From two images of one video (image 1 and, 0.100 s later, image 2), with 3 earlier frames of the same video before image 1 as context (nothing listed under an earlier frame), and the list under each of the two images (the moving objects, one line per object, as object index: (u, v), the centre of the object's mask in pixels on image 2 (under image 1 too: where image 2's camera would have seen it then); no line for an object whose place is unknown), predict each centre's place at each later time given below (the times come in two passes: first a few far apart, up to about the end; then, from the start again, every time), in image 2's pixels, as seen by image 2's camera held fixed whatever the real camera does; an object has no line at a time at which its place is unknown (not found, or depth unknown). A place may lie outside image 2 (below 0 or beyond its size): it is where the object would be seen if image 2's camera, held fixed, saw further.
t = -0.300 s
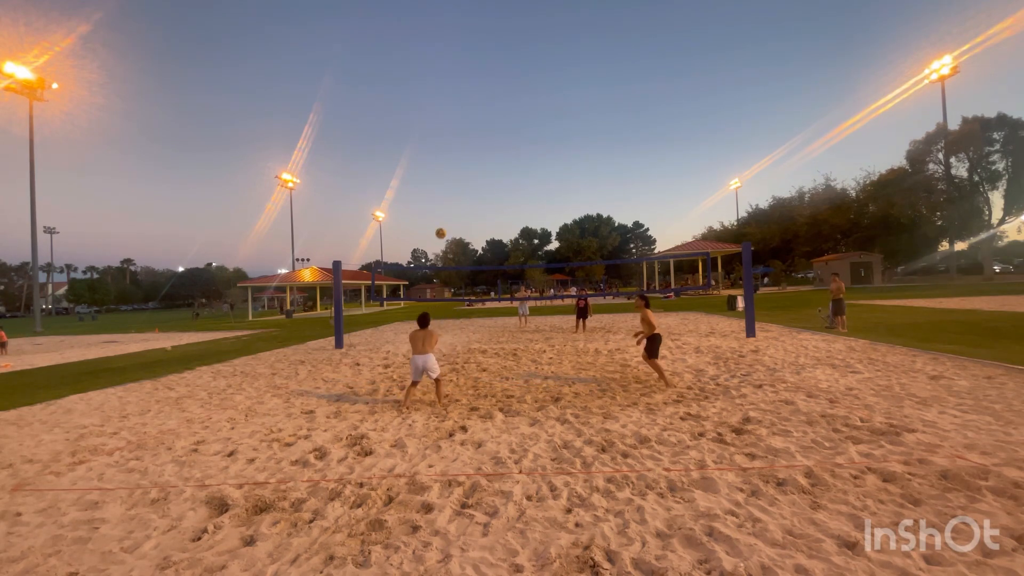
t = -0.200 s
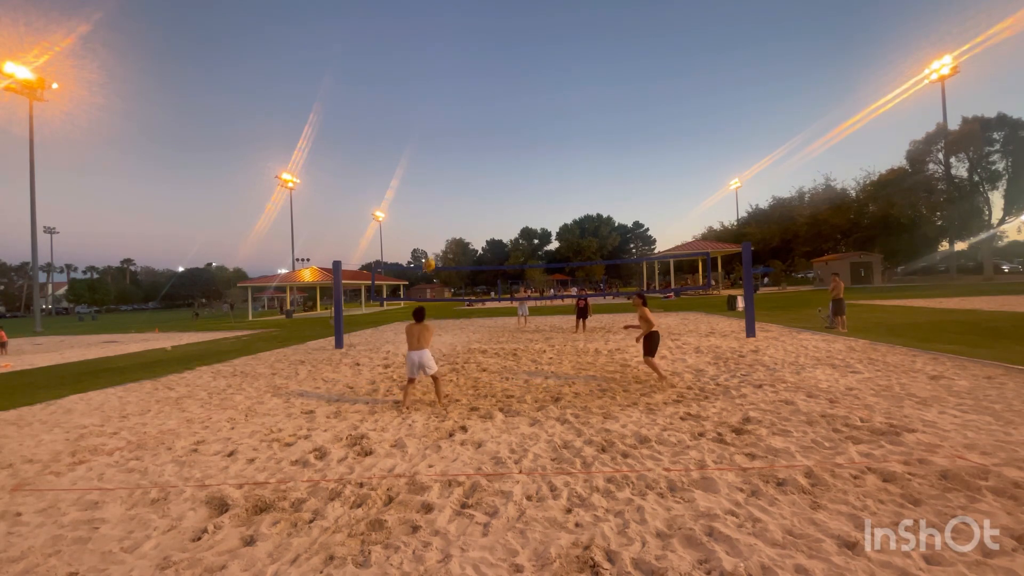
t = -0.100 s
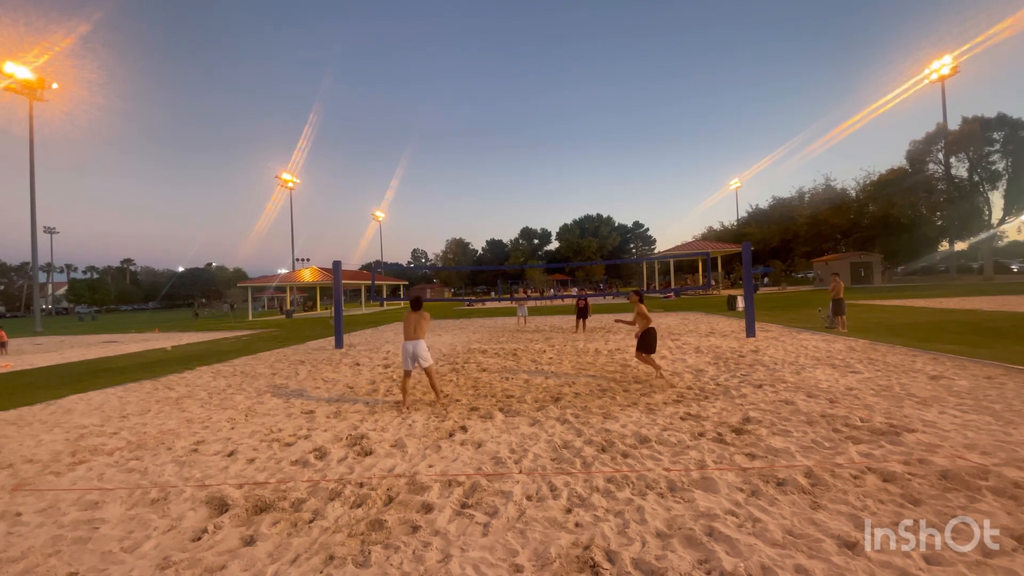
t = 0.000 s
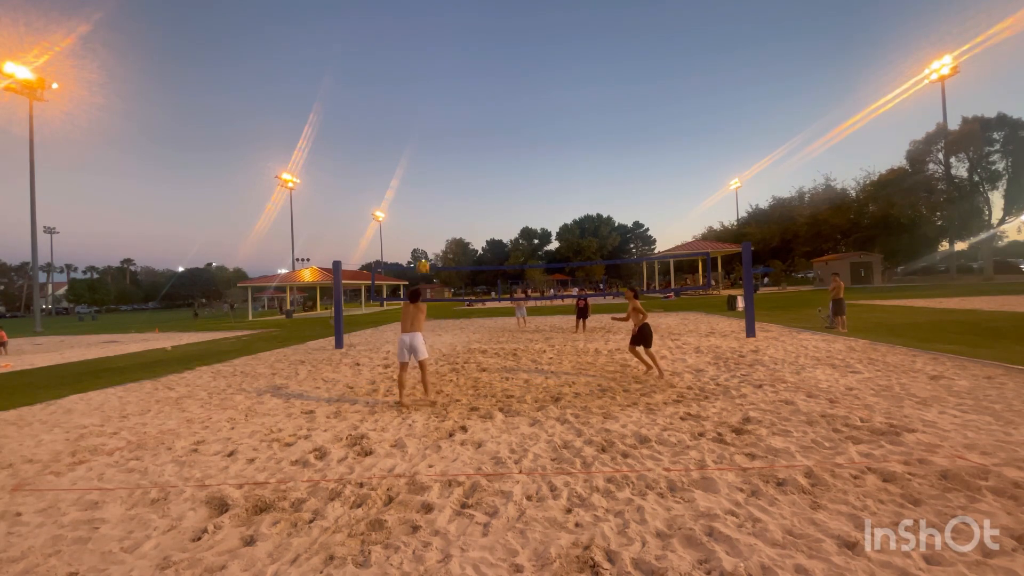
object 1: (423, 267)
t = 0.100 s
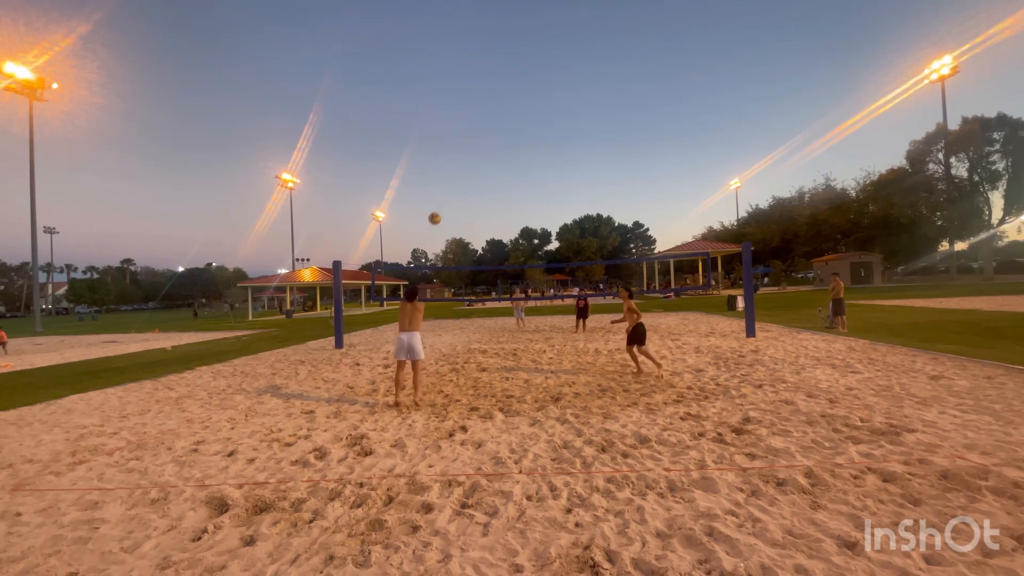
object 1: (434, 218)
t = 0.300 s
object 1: (454, 148)
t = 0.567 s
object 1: (478, 99)
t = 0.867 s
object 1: (503, 93)
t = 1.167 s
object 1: (526, 127)
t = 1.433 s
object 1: (544, 185)
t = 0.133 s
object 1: (438, 204)
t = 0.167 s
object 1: (441, 191)
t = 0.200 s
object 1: (445, 179)
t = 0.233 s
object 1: (448, 168)
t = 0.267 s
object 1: (451, 157)
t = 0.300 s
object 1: (454, 148)
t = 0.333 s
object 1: (457, 139)
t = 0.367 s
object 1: (460, 131)
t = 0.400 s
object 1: (463, 124)
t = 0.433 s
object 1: (466, 118)
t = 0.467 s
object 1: (469, 112)
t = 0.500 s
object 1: (472, 107)
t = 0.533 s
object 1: (475, 102)
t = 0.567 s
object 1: (478, 99)
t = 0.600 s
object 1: (481, 96)
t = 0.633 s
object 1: (484, 94)
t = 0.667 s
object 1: (487, 92)
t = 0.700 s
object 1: (490, 91)
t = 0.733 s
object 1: (492, 90)
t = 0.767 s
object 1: (495, 90)
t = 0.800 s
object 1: (498, 90)
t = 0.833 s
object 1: (500, 91)
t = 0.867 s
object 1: (503, 93)
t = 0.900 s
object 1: (506, 95)
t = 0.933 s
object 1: (508, 97)
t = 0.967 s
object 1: (511, 100)
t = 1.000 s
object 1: (513, 104)
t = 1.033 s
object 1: (516, 107)
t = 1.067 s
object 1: (519, 112)
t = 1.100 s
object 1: (521, 116)
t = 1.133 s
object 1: (524, 122)
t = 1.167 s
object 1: (526, 127)
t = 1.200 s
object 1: (528, 133)
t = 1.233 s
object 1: (531, 139)
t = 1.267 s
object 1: (533, 146)
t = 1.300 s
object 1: (535, 153)
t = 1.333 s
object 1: (537, 161)
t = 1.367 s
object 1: (539, 169)
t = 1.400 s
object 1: (542, 176)
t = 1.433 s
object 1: (544, 185)
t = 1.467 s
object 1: (546, 194)
